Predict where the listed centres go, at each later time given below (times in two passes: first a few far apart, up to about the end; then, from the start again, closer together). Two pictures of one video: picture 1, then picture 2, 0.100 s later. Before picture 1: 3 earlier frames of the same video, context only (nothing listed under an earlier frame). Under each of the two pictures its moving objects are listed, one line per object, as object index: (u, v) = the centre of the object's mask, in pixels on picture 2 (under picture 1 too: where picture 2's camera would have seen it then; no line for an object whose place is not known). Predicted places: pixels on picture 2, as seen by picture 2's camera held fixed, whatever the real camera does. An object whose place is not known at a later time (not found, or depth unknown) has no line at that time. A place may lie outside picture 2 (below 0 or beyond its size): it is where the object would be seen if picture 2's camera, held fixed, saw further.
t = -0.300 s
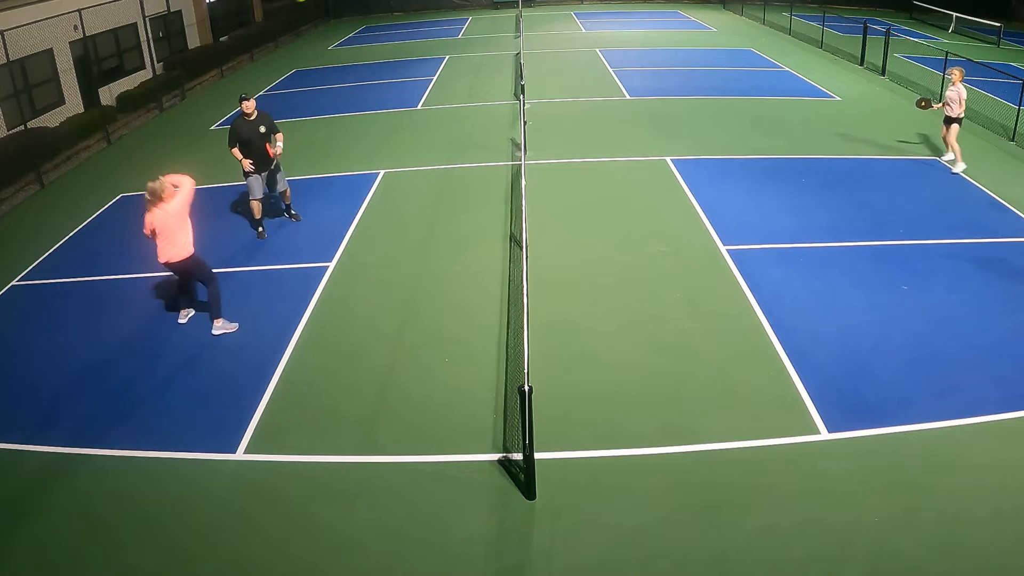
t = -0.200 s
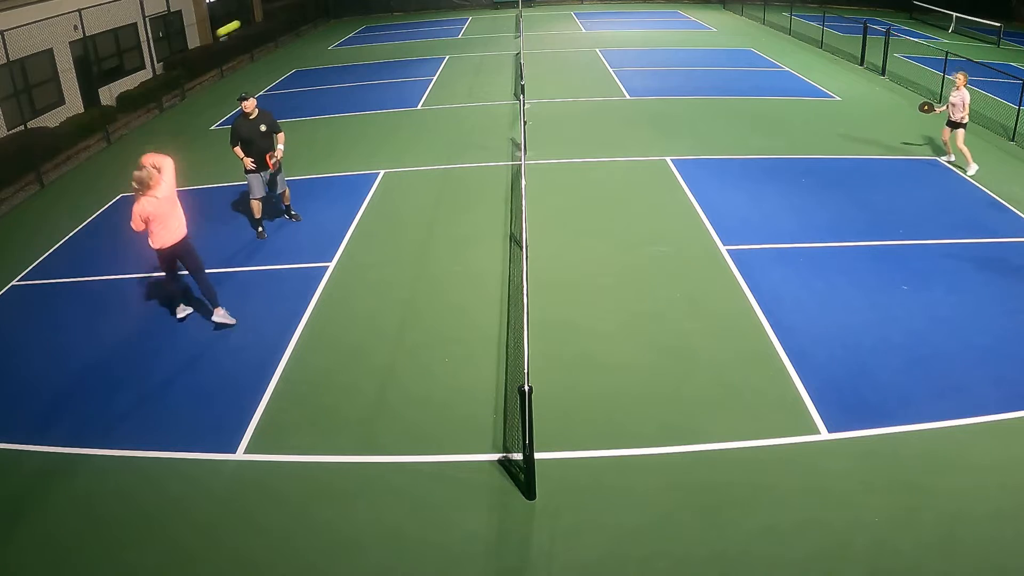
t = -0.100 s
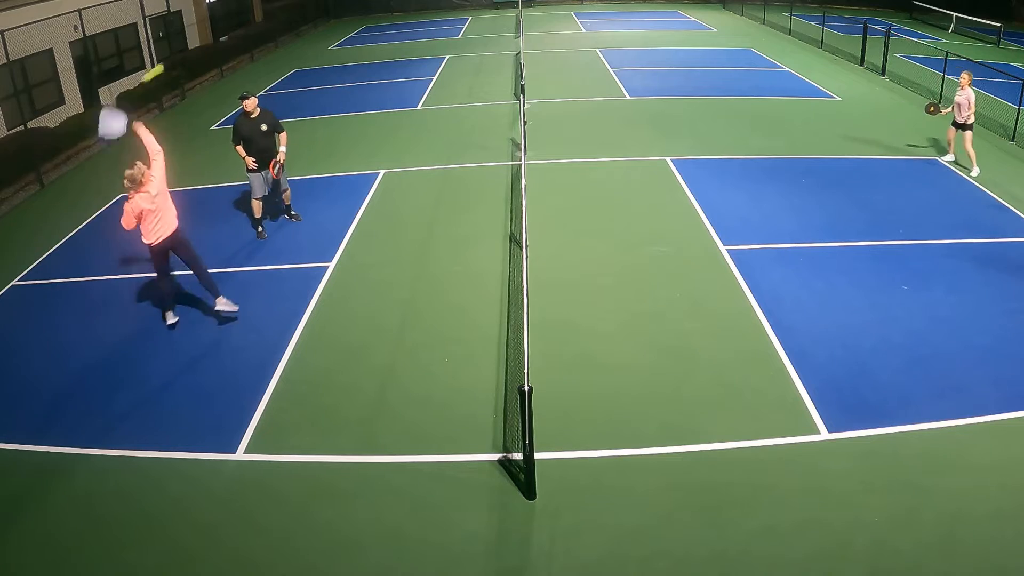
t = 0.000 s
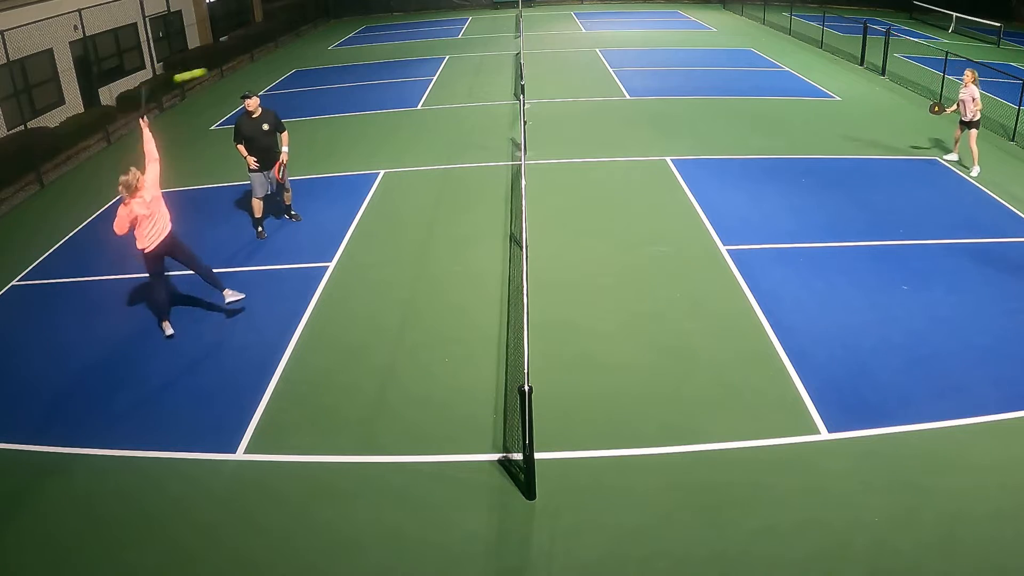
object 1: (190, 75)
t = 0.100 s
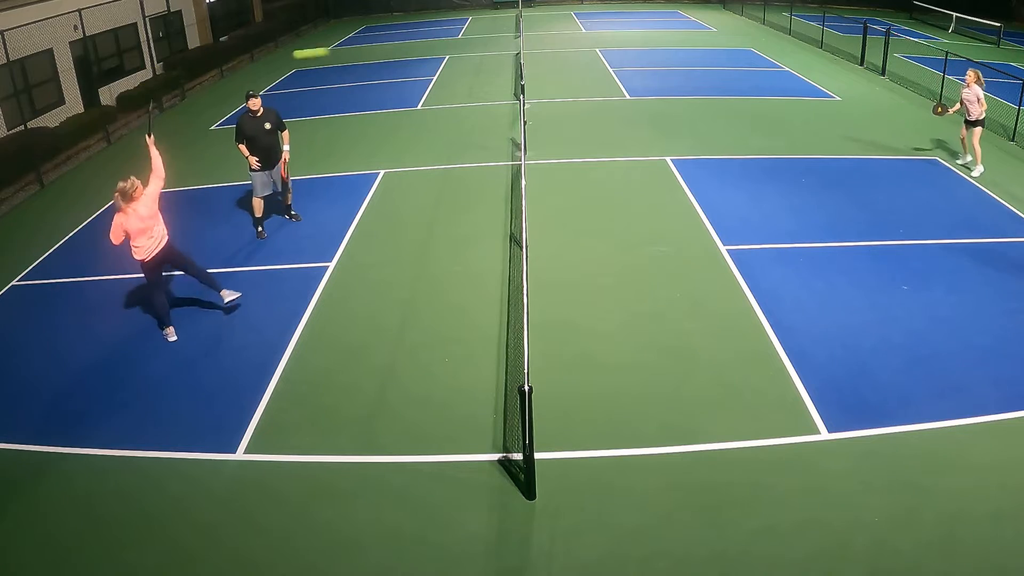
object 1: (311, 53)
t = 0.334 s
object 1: (596, 66)
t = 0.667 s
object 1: (886, 202)
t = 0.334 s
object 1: (596, 66)
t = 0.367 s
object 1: (637, 76)
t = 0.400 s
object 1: (672, 87)
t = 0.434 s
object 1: (706, 99)
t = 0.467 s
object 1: (738, 111)
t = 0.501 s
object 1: (768, 125)
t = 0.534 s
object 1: (796, 140)
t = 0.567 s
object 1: (821, 154)
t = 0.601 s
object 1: (845, 170)
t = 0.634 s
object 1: (866, 186)
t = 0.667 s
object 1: (886, 202)
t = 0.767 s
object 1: (937, 251)
